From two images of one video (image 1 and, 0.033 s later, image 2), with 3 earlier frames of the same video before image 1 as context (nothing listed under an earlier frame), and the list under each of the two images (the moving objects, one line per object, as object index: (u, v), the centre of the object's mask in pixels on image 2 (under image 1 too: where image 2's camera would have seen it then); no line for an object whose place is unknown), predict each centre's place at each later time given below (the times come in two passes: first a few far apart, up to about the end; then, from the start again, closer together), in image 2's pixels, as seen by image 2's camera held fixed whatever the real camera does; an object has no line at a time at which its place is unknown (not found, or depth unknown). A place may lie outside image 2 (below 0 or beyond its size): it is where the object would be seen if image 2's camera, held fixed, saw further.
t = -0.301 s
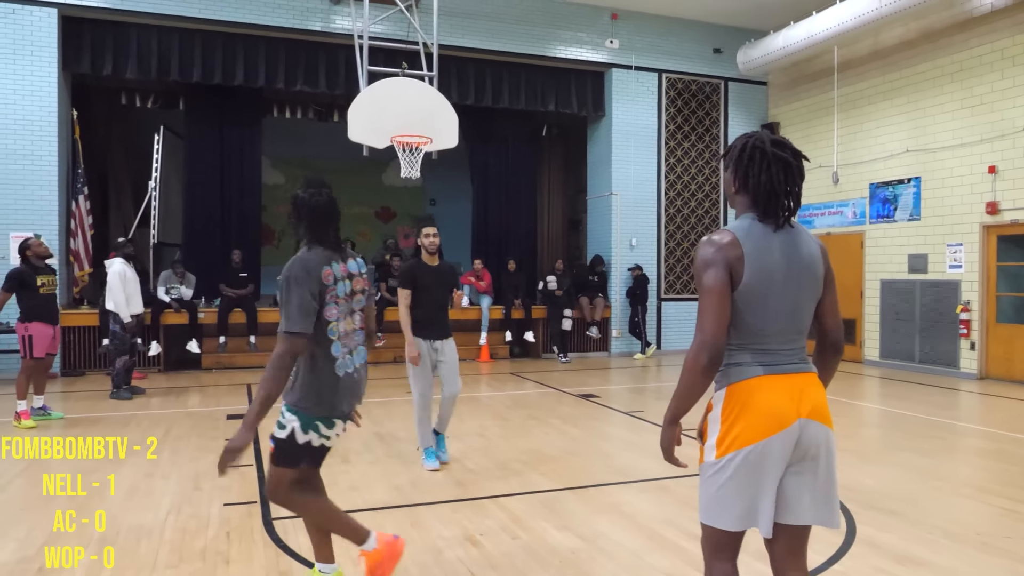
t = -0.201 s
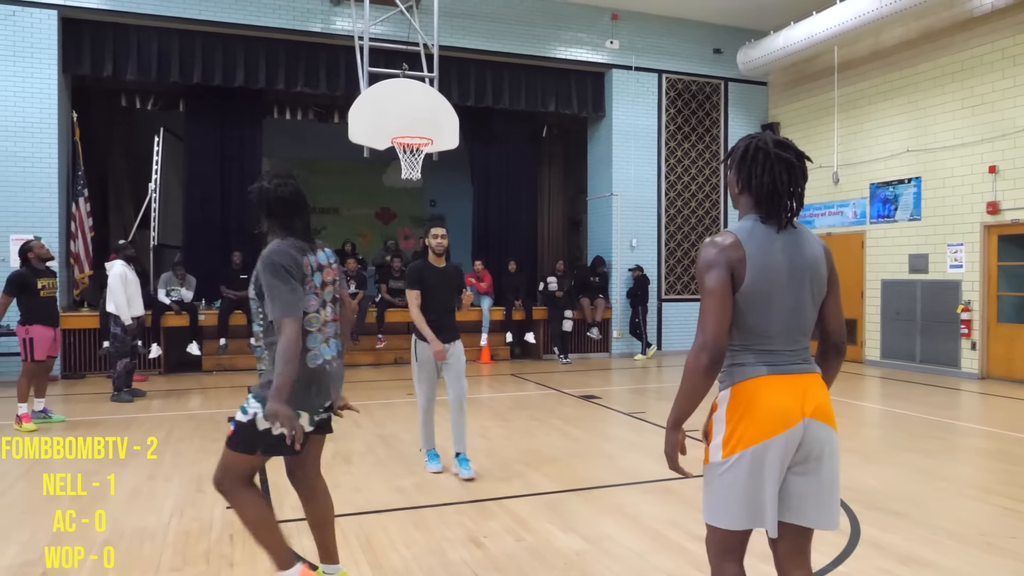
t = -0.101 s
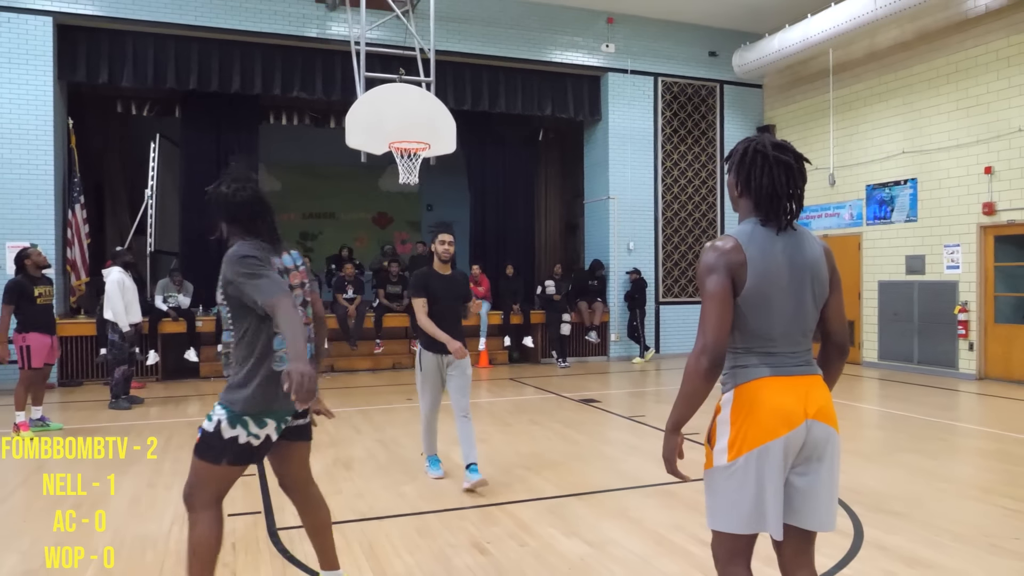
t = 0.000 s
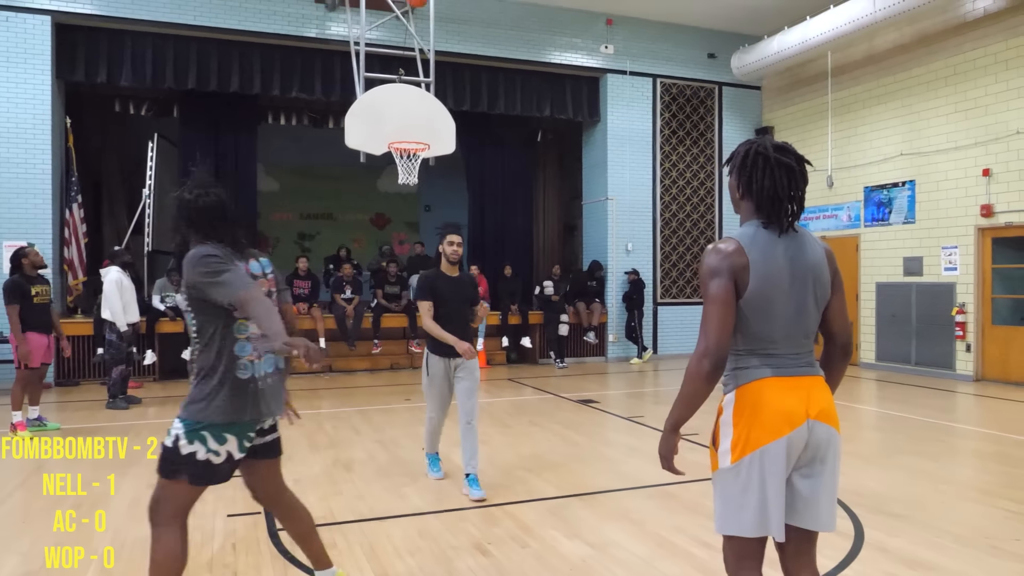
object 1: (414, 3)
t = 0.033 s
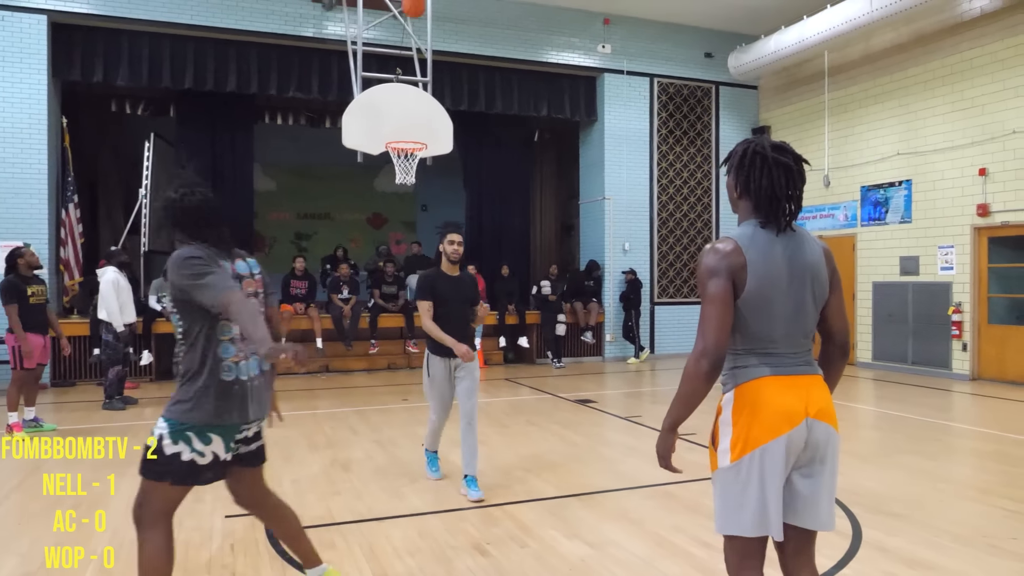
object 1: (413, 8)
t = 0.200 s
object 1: (409, 71)
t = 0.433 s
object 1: (405, 110)
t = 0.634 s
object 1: (404, 46)
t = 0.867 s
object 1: (405, 10)
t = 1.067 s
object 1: (405, 15)
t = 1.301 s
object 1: (404, 68)
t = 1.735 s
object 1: (403, 328)
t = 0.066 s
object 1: (413, 17)
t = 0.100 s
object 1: (411, 30)
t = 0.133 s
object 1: (411, 43)
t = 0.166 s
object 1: (410, 57)
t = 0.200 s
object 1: (409, 71)
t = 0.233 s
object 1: (408, 84)
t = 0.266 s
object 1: (407, 100)
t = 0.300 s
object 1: (406, 115)
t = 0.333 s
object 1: (405, 131)
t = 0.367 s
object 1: (405, 136)
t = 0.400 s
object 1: (405, 123)
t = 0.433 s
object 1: (405, 110)
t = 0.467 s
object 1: (405, 97)
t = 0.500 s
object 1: (404, 85)
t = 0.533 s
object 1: (404, 74)
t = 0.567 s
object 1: (404, 64)
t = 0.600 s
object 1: (404, 55)
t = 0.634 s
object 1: (404, 46)
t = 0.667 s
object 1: (404, 38)
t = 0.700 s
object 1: (404, 31)
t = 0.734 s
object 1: (404, 25)
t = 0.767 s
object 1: (405, 20)
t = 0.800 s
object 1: (405, 16)
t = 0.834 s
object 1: (405, 13)
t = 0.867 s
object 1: (405, 10)
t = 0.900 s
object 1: (405, 9)
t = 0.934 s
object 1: (405, 8)
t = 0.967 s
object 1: (405, 9)
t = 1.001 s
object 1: (405, 10)
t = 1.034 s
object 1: (405, 12)
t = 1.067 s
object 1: (405, 15)
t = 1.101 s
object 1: (404, 20)
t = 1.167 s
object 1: (404, 32)
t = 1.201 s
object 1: (404, 39)
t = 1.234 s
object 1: (404, 48)
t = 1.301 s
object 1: (404, 68)
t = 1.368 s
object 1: (404, 94)
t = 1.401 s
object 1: (404, 109)
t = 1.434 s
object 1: (404, 125)
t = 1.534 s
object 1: (403, 181)
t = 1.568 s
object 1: (403, 202)
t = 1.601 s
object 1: (405, 224)
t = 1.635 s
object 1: (405, 248)
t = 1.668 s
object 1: (404, 273)
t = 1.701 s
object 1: (404, 300)
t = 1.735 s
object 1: (403, 328)
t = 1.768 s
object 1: (403, 357)
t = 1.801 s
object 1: (402, 388)
